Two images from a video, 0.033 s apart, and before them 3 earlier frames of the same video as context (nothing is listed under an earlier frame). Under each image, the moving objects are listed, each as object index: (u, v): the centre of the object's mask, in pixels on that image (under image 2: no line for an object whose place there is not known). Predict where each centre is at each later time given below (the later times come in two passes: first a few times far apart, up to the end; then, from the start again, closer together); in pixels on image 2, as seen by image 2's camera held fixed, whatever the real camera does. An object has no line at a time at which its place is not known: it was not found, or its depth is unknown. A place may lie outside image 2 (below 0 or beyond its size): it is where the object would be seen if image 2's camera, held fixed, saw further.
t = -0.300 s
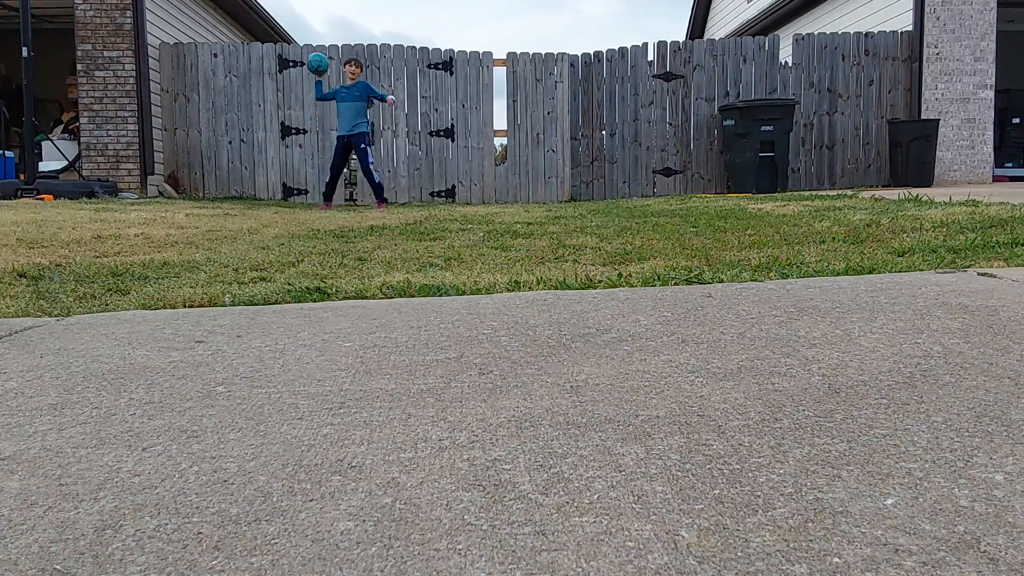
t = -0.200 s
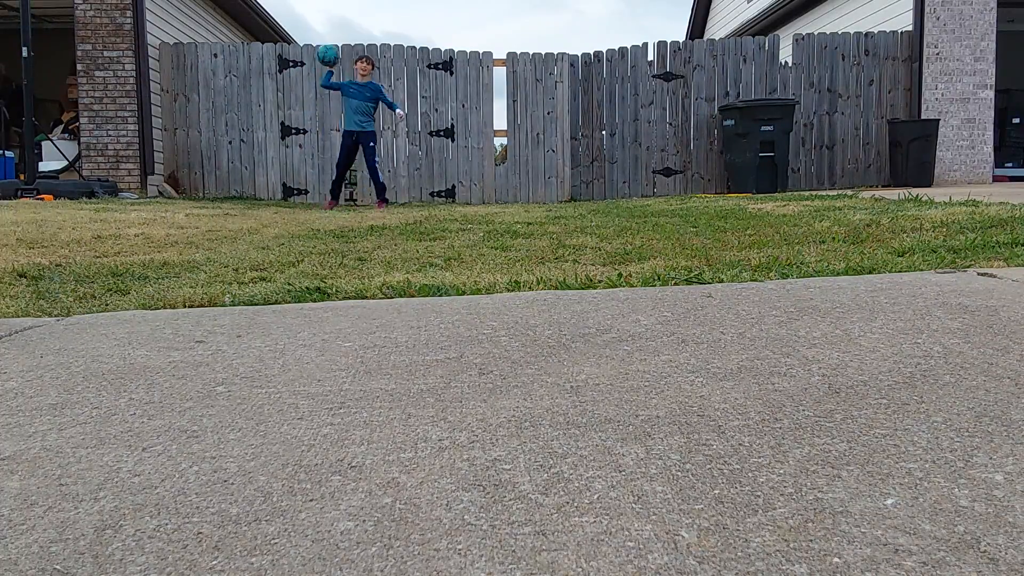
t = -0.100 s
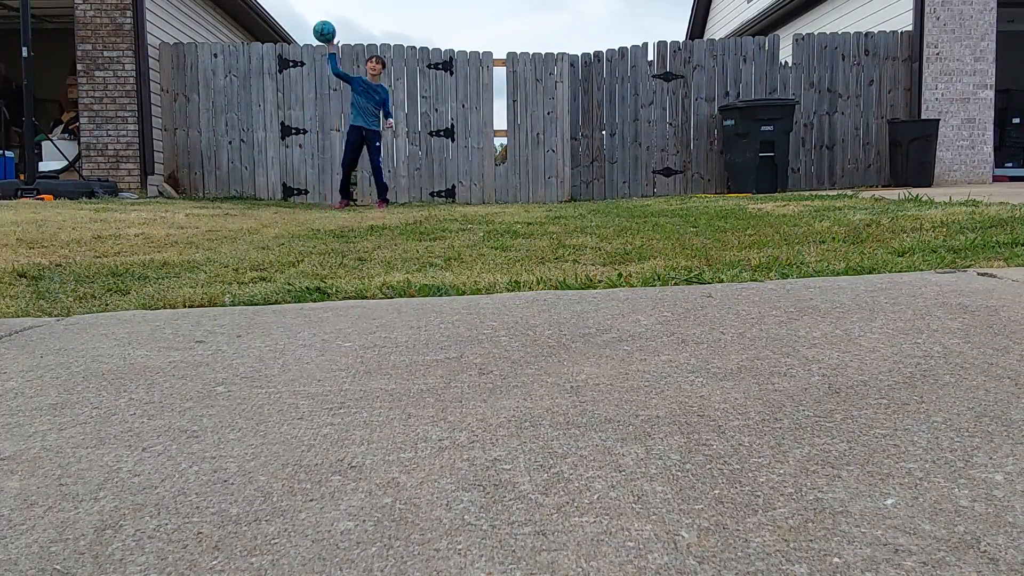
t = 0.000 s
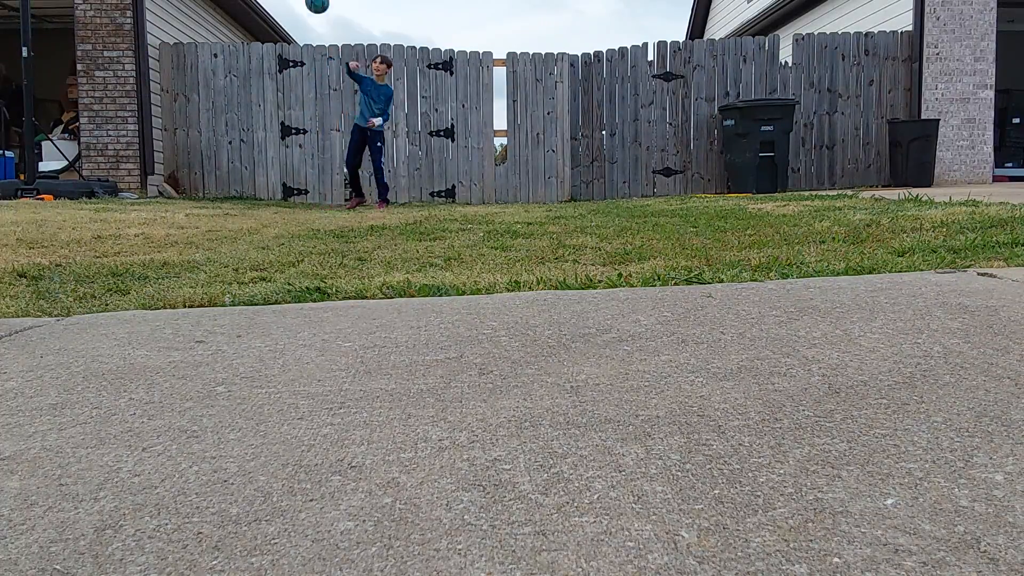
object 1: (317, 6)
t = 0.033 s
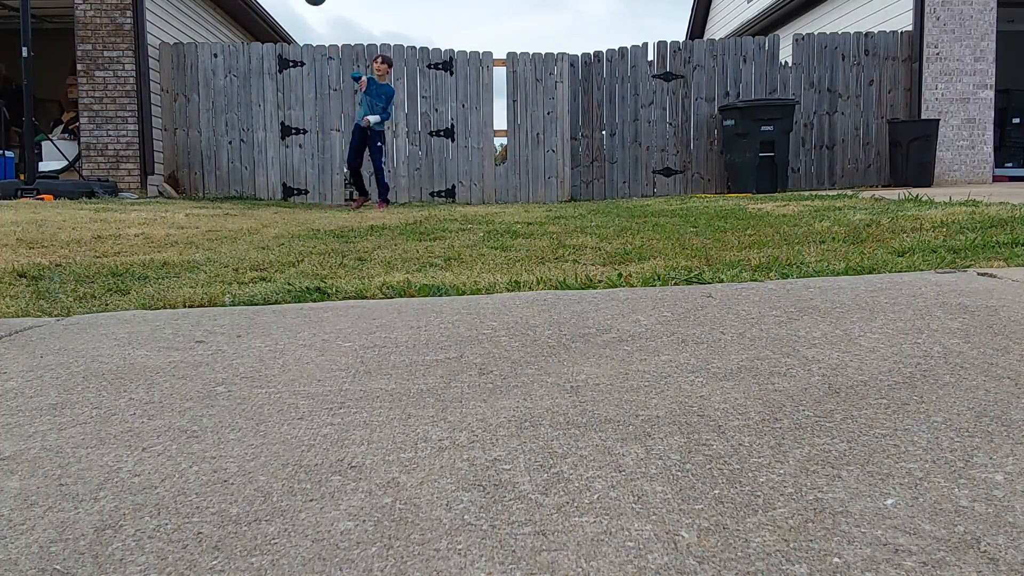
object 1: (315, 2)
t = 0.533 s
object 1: (271, 45)
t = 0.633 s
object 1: (261, 123)
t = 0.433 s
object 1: (281, 6)
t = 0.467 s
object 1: (278, 13)
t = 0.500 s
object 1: (274, 26)
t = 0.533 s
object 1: (271, 45)
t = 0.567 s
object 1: (268, 67)
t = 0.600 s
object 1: (265, 93)
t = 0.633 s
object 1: (261, 123)
